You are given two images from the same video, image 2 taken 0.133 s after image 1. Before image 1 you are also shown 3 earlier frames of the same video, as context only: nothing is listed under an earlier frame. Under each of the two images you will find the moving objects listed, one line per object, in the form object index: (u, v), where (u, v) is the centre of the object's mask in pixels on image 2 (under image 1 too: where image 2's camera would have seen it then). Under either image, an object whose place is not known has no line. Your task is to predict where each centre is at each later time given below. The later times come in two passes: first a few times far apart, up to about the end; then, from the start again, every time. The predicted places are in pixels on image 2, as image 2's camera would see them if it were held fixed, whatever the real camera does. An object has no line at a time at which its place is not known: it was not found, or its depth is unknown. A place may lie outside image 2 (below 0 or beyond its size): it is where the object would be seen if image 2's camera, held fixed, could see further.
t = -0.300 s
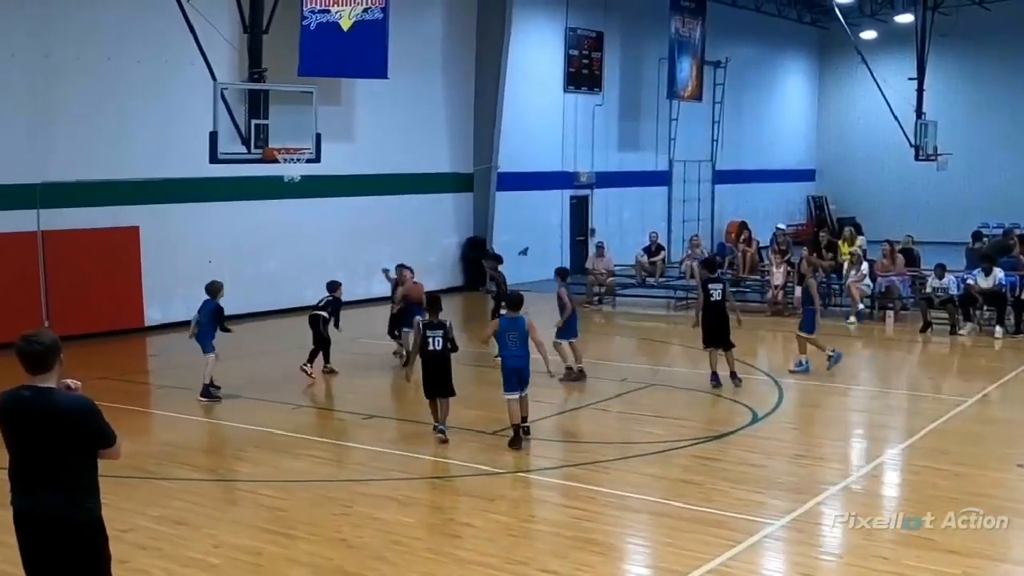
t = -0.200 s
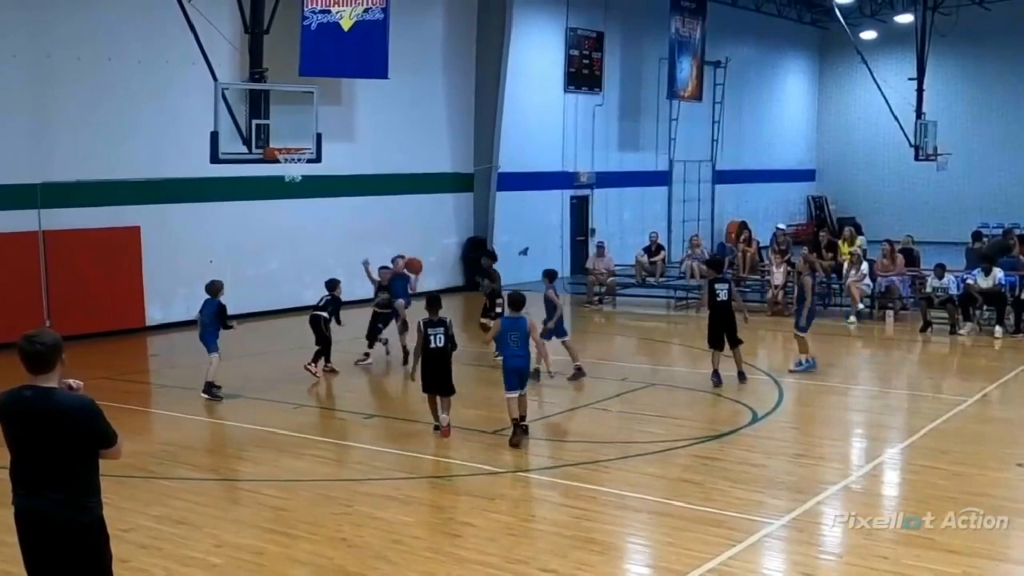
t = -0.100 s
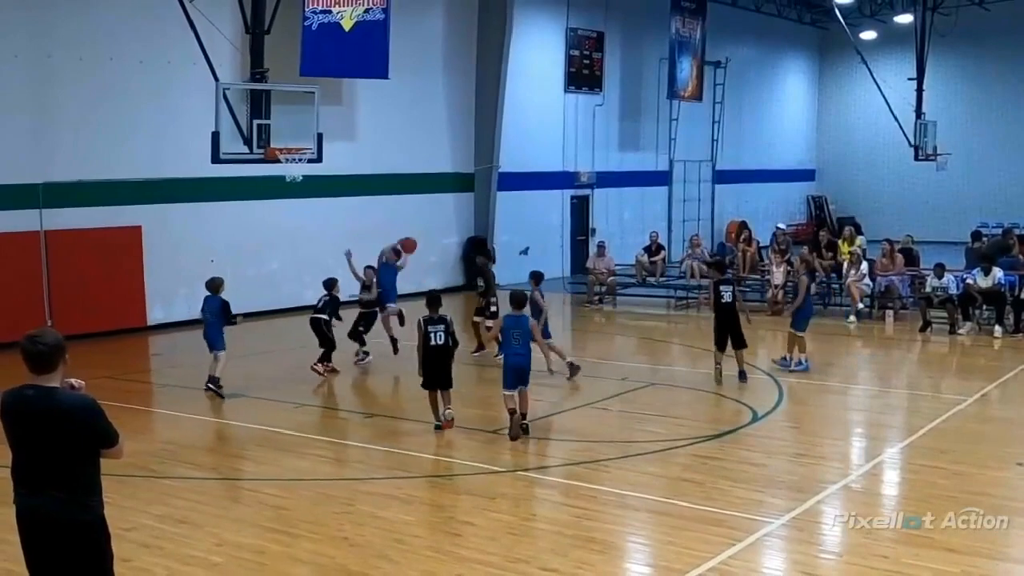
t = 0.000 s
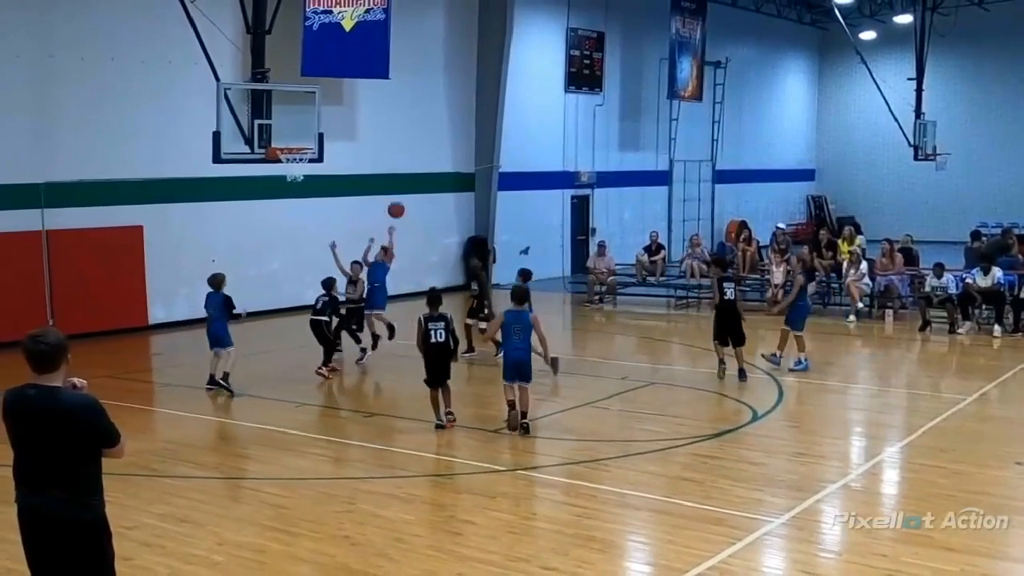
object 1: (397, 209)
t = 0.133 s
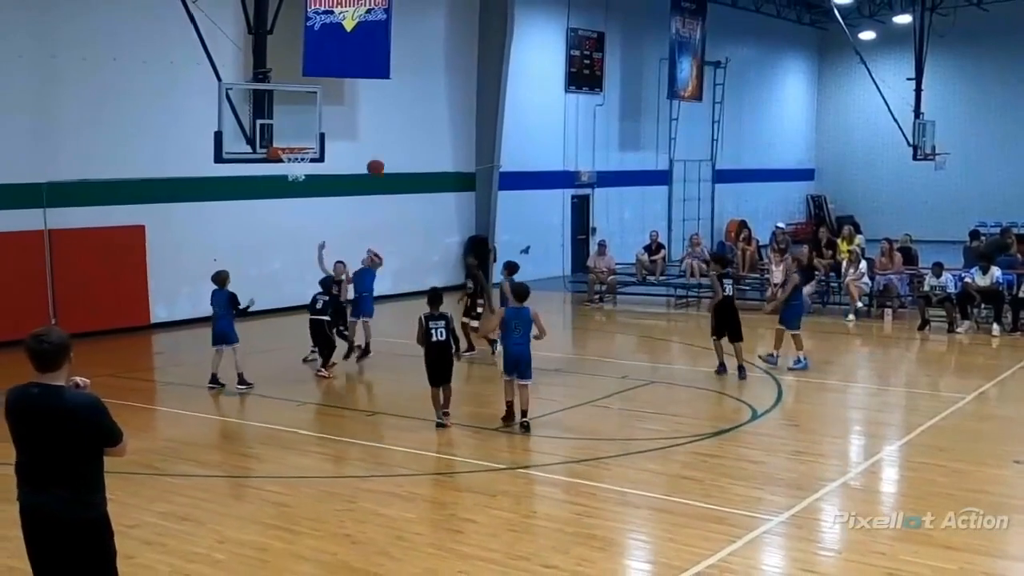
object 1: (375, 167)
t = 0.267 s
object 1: (354, 139)
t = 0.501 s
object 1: (319, 120)
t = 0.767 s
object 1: (305, 135)
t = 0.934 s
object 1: (303, 144)
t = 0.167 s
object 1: (370, 159)
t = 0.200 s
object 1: (365, 151)
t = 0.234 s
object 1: (360, 145)
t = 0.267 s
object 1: (354, 139)
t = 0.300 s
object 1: (349, 133)
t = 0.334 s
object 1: (345, 130)
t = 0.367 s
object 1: (340, 126)
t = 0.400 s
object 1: (334, 123)
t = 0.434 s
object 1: (329, 121)
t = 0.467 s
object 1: (324, 120)
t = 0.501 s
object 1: (319, 120)
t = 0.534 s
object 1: (314, 120)
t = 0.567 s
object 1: (308, 121)
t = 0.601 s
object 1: (303, 122)
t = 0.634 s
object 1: (302, 124)
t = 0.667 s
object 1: (302, 126)
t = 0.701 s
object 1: (303, 128)
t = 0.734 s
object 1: (304, 131)
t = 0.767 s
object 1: (305, 135)
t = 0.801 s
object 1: (305, 140)
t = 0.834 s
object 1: (306, 143)
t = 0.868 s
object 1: (305, 143)
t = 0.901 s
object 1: (304, 143)
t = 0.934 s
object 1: (303, 144)
